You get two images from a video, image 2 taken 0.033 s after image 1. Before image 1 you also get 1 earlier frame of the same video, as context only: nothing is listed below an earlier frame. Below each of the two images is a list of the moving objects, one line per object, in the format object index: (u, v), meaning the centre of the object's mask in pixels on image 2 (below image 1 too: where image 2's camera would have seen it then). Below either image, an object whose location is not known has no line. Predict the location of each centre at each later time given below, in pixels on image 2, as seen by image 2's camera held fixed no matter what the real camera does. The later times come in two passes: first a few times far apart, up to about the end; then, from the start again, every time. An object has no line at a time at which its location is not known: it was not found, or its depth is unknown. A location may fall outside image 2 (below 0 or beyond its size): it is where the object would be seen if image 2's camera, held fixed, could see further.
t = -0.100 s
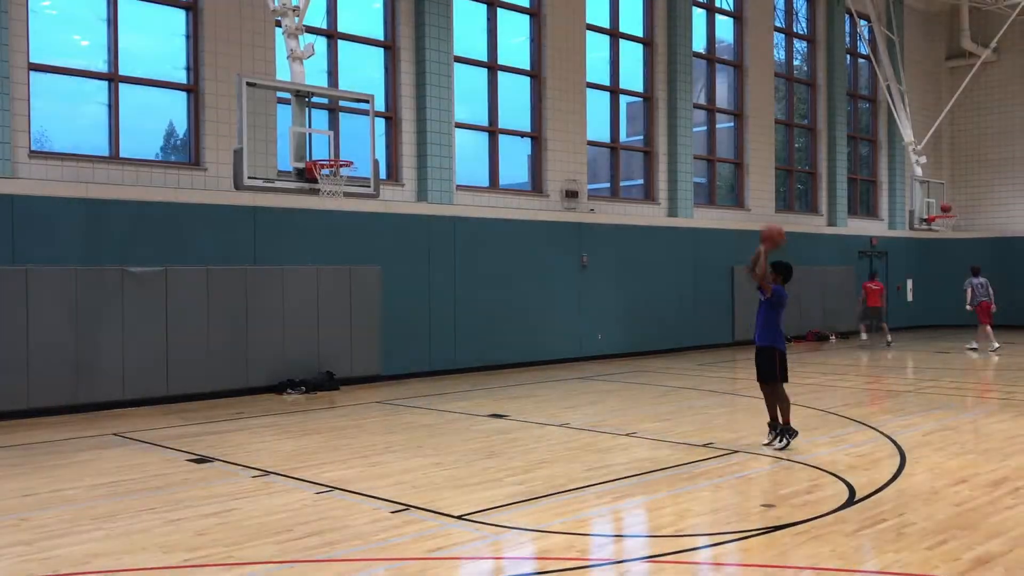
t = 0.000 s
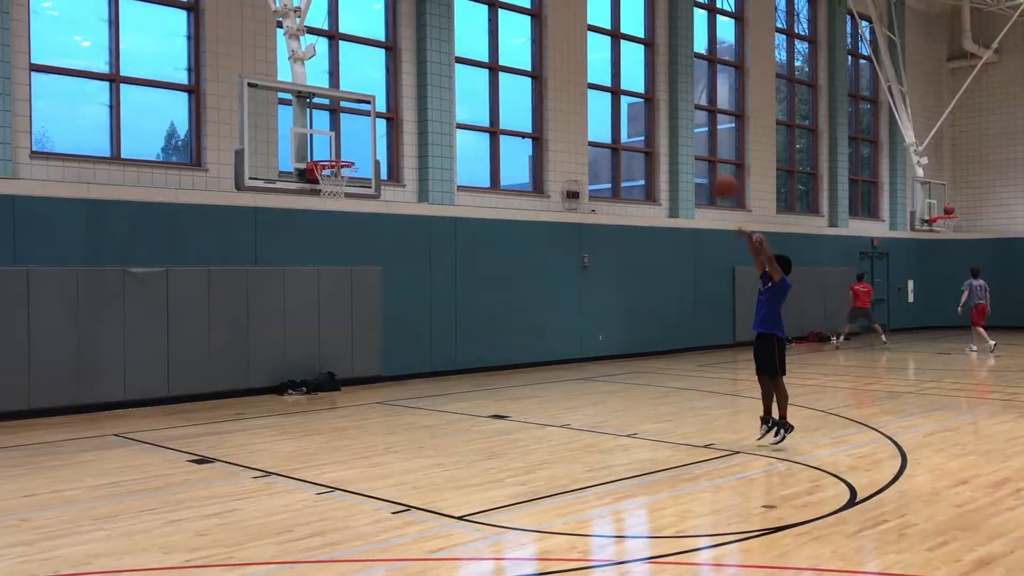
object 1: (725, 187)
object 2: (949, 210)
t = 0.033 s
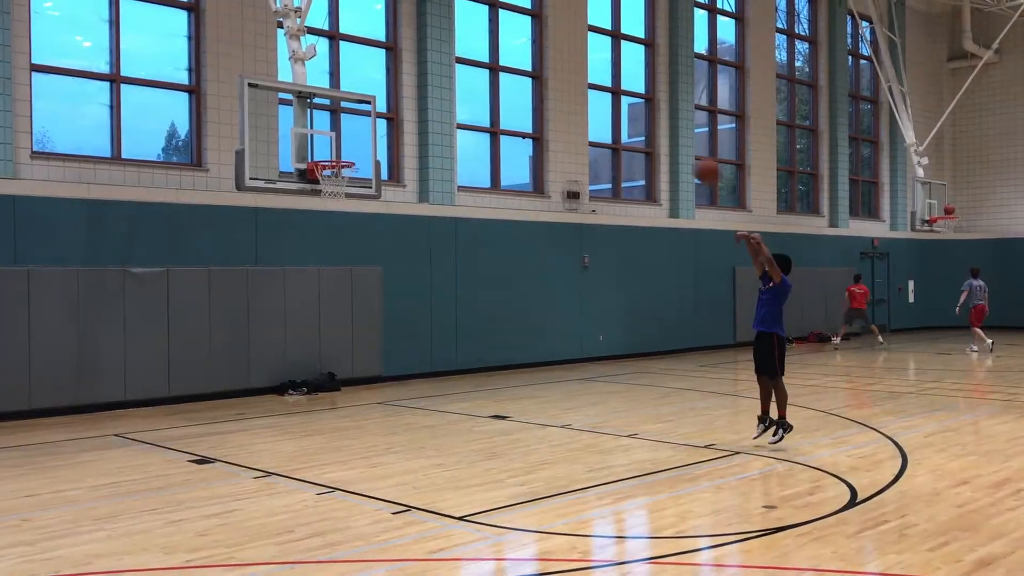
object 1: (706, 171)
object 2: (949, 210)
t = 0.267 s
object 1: (583, 98)
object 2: (948, 221)
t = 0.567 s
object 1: (445, 82)
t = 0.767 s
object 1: (362, 116)
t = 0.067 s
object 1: (688, 157)
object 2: (949, 210)
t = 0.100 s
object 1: (671, 145)
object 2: (949, 210)
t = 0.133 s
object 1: (652, 132)
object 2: (949, 210)
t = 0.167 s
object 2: (948, 211)
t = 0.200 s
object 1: (617, 113)
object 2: (948, 211)
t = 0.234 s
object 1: (601, 105)
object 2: (948, 216)
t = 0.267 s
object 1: (583, 98)
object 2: (948, 221)
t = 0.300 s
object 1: (568, 93)
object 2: (948, 223)
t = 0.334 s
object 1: (552, 88)
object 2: (947, 227)
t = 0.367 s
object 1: (536, 83)
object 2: (947, 230)
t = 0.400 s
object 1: (520, 81)
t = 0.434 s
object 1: (504, 78)
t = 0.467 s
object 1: (490, 79)
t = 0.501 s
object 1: (474, 79)
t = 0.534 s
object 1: (459, 80)
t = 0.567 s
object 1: (445, 82)
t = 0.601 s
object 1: (431, 85)
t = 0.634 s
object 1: (417, 90)
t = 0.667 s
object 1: (403, 95)
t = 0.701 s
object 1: (389, 100)
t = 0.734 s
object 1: (375, 108)
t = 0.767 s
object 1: (362, 116)
